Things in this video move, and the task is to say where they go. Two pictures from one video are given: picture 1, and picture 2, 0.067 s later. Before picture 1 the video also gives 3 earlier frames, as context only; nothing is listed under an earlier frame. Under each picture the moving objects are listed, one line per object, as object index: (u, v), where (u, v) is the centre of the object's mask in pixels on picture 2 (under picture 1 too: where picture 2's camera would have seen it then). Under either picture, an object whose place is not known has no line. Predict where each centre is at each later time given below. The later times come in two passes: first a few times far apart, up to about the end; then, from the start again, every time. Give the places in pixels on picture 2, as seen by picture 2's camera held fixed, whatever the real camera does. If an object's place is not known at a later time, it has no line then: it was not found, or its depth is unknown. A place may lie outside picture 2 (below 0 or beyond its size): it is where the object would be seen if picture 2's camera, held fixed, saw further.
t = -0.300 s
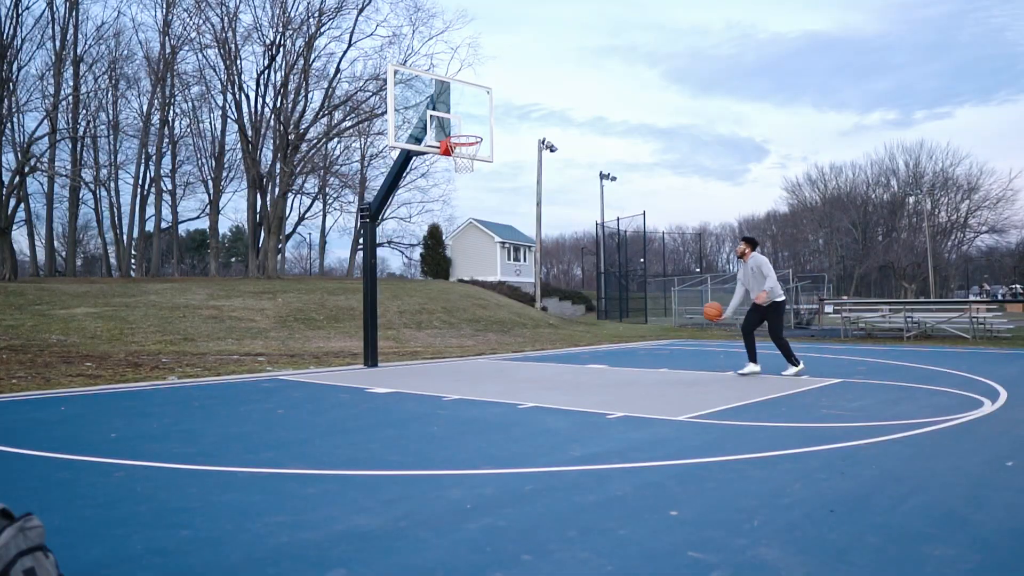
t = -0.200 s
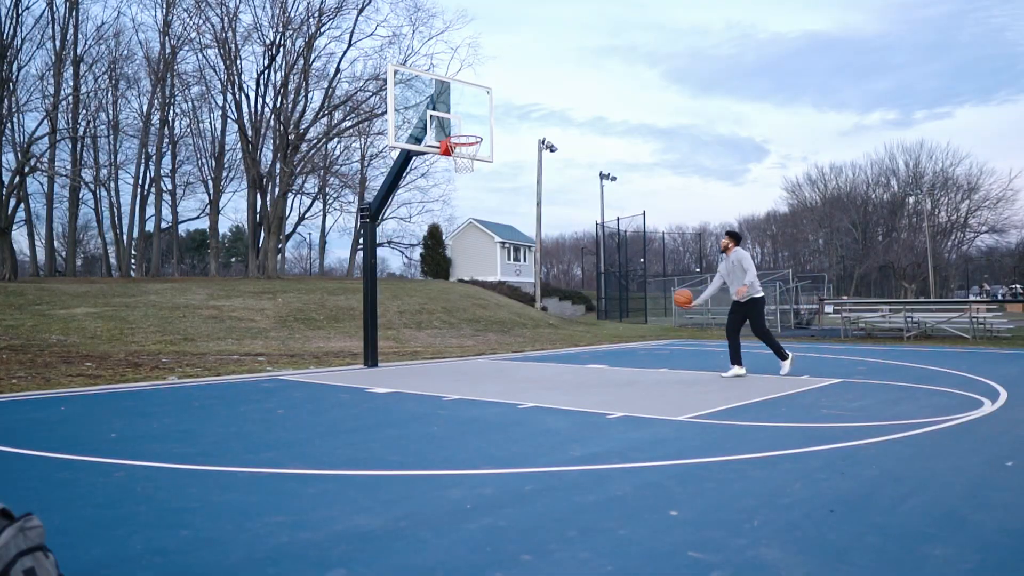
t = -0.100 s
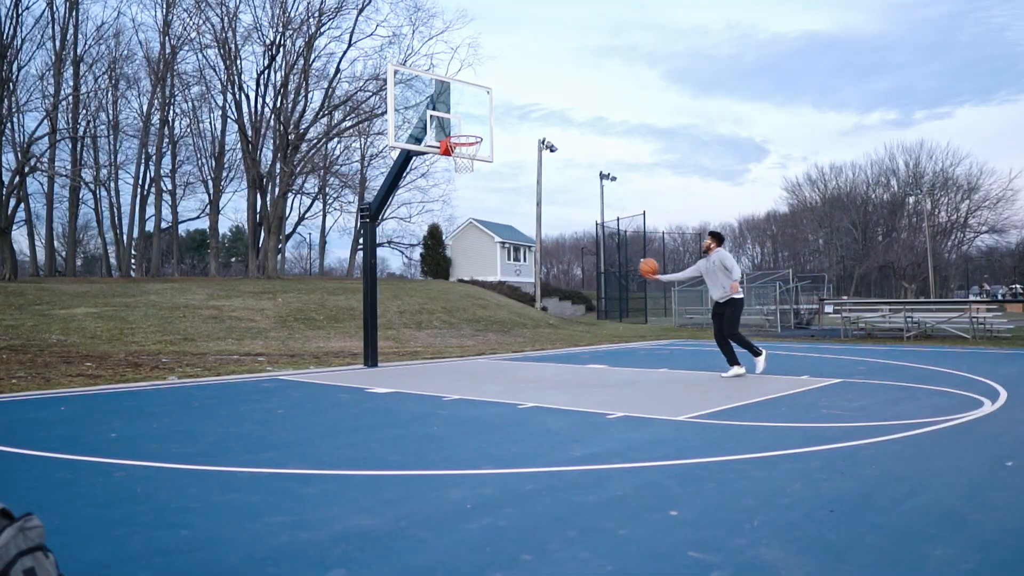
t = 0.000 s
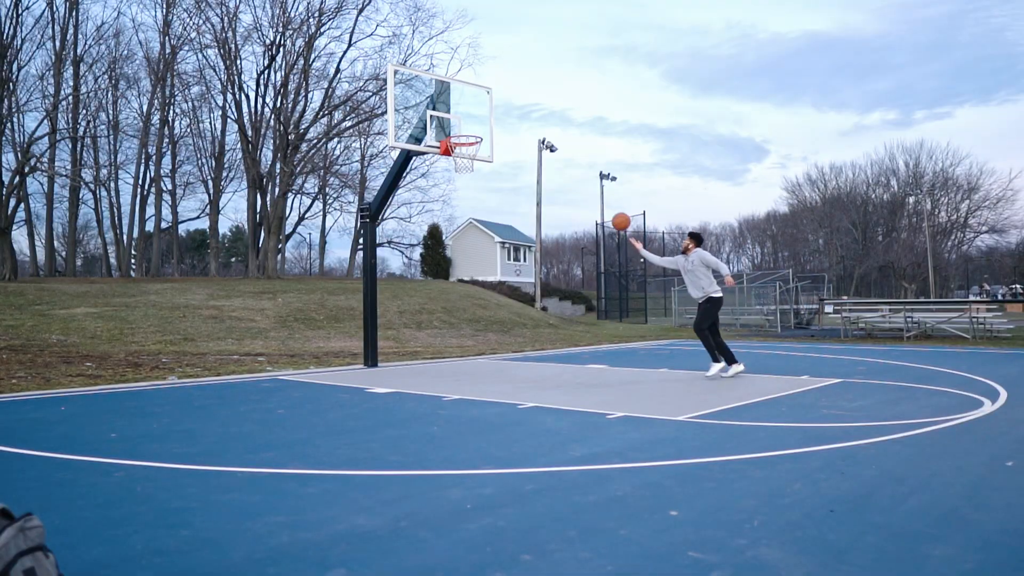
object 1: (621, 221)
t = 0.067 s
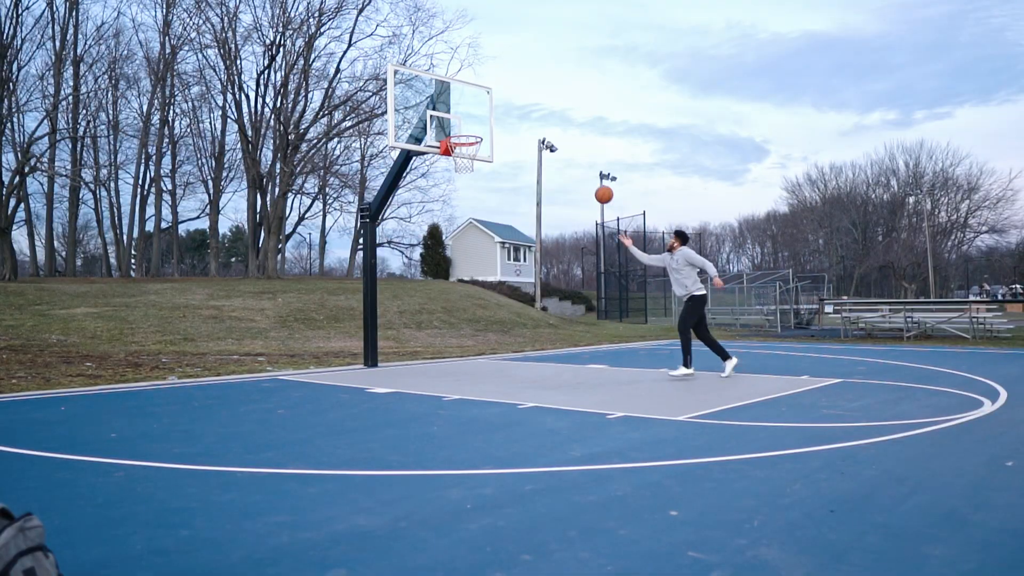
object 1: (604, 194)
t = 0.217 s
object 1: (567, 148)
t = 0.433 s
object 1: (517, 113)
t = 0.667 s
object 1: (467, 114)
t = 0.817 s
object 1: (477, 117)
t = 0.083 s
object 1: (600, 188)
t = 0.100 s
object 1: (596, 182)
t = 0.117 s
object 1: (591, 177)
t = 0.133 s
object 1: (587, 171)
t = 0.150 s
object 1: (583, 166)
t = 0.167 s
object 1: (579, 161)
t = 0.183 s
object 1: (575, 157)
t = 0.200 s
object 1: (571, 152)
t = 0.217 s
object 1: (567, 148)
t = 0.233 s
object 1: (563, 144)
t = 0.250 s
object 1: (559, 140)
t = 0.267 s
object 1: (555, 136)
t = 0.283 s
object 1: (551, 133)
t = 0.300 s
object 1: (547, 130)
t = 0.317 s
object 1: (543, 127)
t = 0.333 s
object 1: (539, 124)
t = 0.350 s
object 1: (536, 122)
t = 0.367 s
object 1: (532, 120)
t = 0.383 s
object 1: (528, 118)
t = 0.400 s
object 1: (524, 116)
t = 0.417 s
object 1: (521, 114)
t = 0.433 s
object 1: (517, 113)
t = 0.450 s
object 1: (513, 112)
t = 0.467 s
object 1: (509, 111)
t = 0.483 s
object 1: (506, 110)
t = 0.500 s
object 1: (502, 109)
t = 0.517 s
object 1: (499, 109)
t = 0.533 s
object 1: (495, 109)
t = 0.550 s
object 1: (492, 109)
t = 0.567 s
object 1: (488, 109)
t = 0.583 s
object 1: (485, 109)
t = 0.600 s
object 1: (481, 110)
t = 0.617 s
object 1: (478, 110)
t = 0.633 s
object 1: (474, 111)
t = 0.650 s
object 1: (471, 113)
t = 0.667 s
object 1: (467, 114)
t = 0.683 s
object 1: (468, 113)
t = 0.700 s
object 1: (469, 113)
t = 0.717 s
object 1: (470, 113)
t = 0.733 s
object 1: (471, 113)
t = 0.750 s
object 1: (473, 114)
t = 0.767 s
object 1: (474, 114)
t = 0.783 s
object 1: (475, 115)
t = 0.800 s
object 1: (476, 116)
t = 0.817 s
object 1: (477, 117)
